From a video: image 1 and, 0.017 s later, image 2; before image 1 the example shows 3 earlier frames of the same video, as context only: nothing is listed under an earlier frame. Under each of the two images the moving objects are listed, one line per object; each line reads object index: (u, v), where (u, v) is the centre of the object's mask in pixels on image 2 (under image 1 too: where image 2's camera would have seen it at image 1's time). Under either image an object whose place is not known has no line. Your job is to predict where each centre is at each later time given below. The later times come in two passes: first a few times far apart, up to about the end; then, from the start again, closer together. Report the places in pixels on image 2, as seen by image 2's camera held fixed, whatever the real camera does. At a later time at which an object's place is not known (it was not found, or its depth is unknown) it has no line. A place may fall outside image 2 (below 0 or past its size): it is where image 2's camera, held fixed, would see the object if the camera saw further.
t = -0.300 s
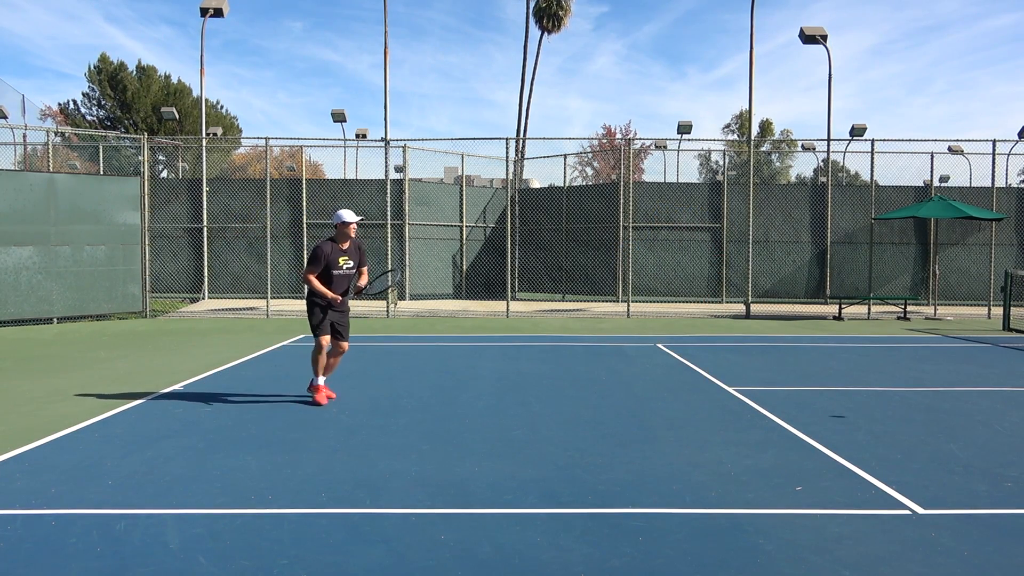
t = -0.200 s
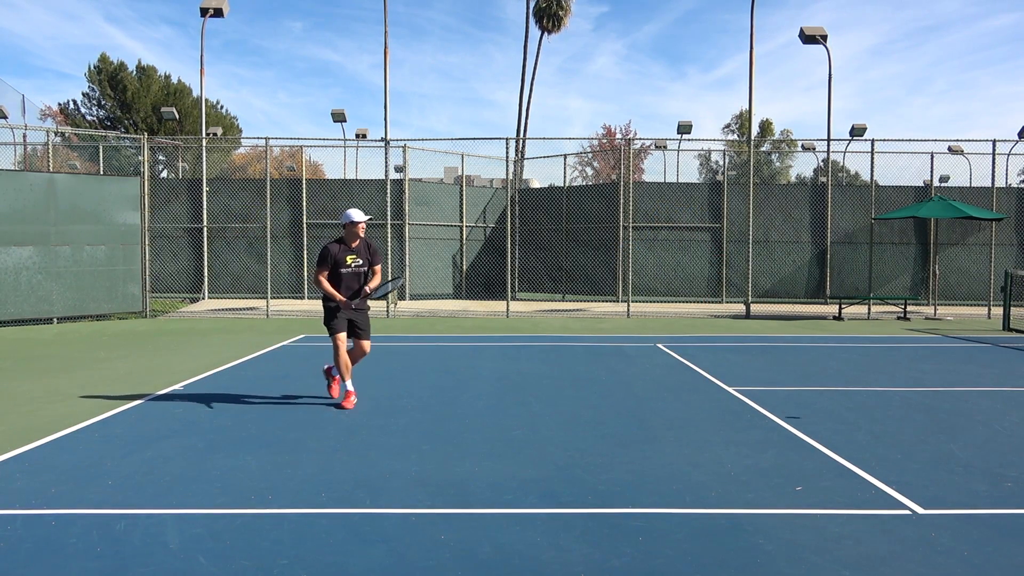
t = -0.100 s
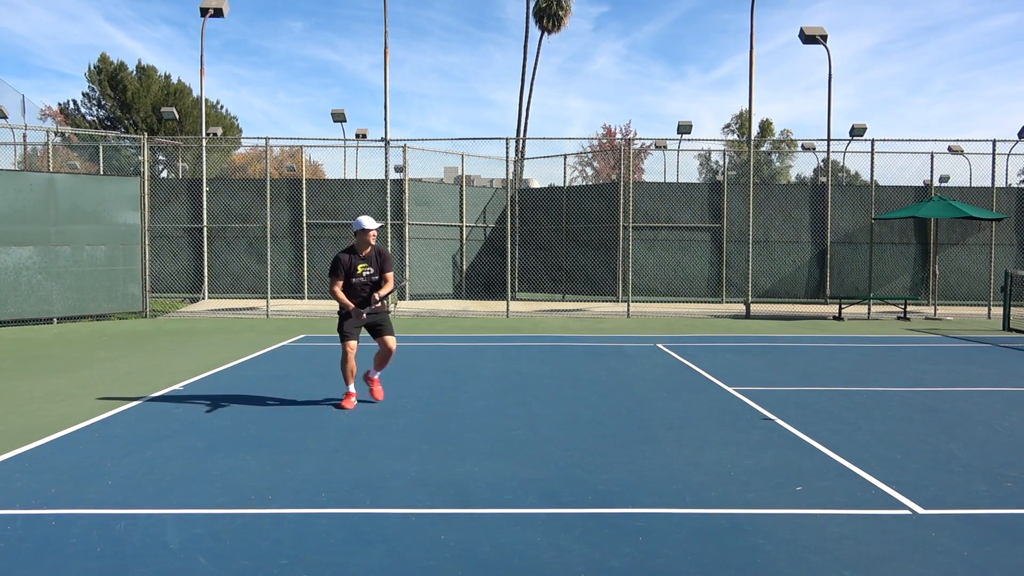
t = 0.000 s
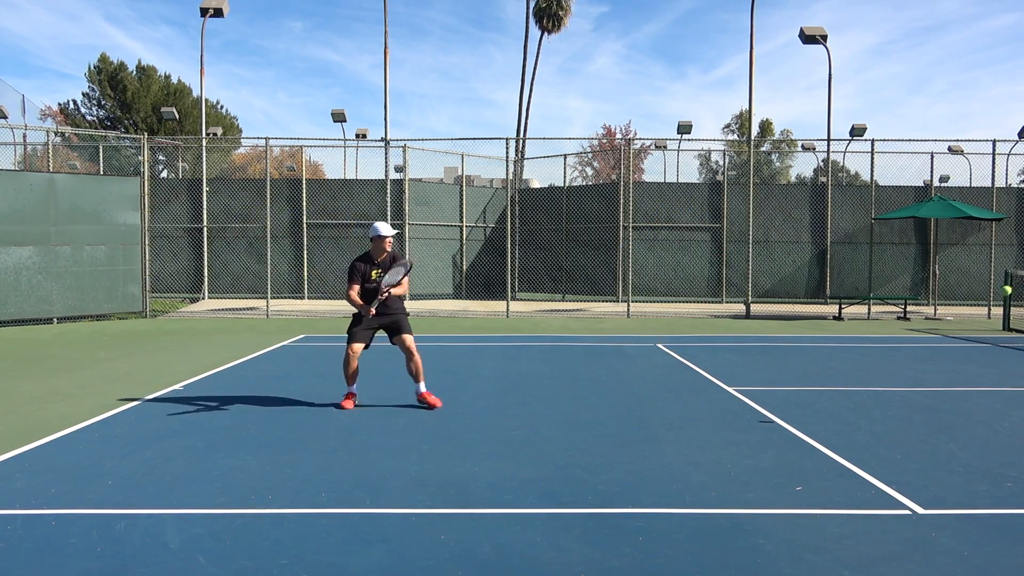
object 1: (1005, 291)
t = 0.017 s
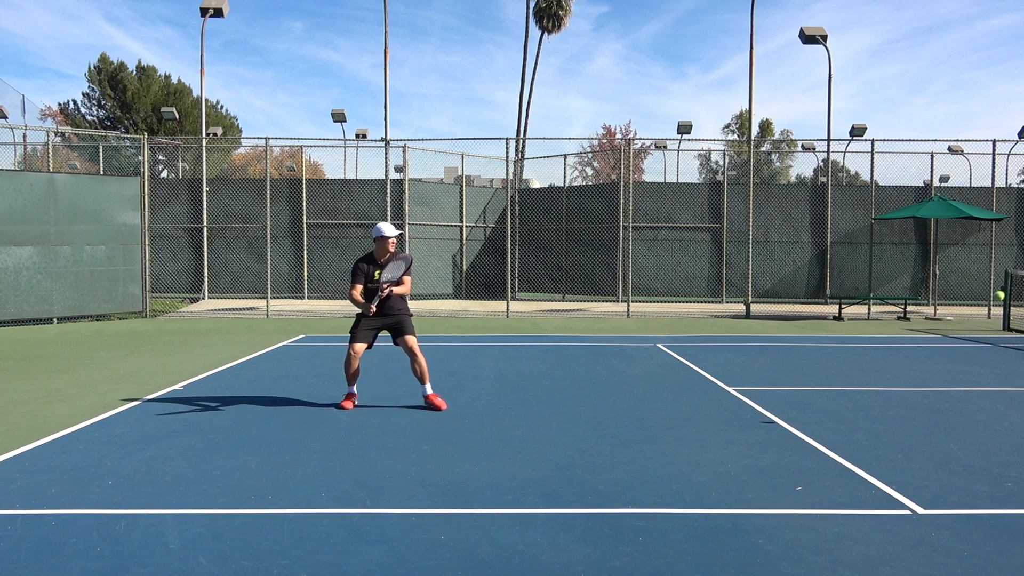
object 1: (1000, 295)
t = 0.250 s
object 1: (899, 410)
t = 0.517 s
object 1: (807, 342)
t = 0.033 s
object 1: (993, 302)
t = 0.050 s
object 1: (985, 307)
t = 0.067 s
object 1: (977, 314)
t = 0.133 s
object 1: (949, 343)
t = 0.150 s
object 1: (942, 352)
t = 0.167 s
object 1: (935, 360)
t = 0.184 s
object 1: (928, 370)
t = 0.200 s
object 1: (921, 379)
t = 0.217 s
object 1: (913, 389)
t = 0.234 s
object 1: (906, 399)
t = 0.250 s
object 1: (899, 410)
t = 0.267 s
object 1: (892, 421)
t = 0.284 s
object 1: (884, 431)
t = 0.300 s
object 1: (879, 423)
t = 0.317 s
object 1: (874, 414)
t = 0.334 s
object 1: (868, 406)
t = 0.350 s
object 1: (863, 399)
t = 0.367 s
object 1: (858, 391)
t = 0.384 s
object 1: (852, 384)
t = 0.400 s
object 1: (847, 378)
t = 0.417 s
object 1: (841, 371)
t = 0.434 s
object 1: (835, 365)
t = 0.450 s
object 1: (830, 360)
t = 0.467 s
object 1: (825, 355)
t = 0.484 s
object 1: (819, 350)
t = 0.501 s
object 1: (813, 346)
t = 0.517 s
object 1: (807, 342)
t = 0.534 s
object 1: (802, 338)
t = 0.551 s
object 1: (796, 335)
